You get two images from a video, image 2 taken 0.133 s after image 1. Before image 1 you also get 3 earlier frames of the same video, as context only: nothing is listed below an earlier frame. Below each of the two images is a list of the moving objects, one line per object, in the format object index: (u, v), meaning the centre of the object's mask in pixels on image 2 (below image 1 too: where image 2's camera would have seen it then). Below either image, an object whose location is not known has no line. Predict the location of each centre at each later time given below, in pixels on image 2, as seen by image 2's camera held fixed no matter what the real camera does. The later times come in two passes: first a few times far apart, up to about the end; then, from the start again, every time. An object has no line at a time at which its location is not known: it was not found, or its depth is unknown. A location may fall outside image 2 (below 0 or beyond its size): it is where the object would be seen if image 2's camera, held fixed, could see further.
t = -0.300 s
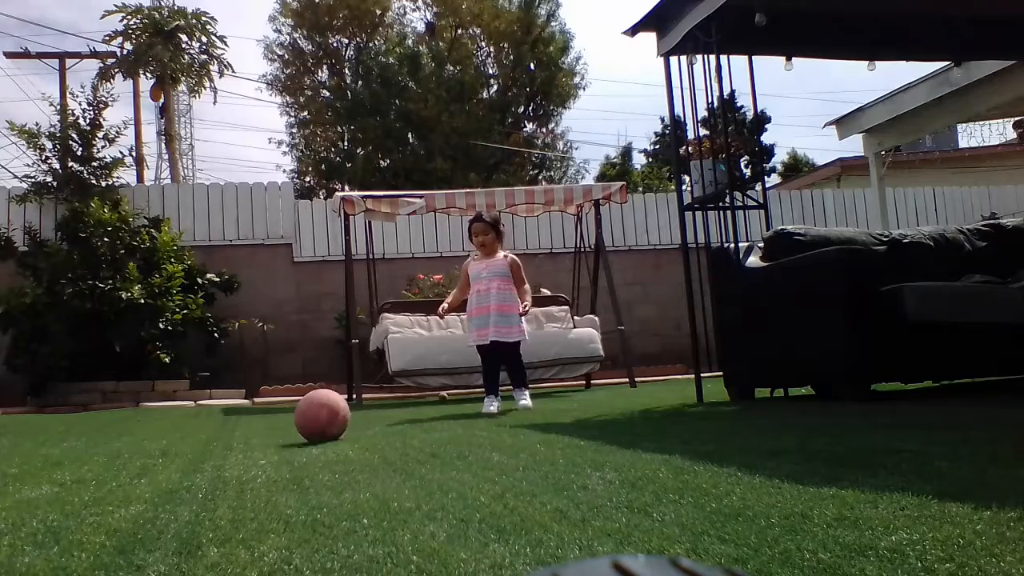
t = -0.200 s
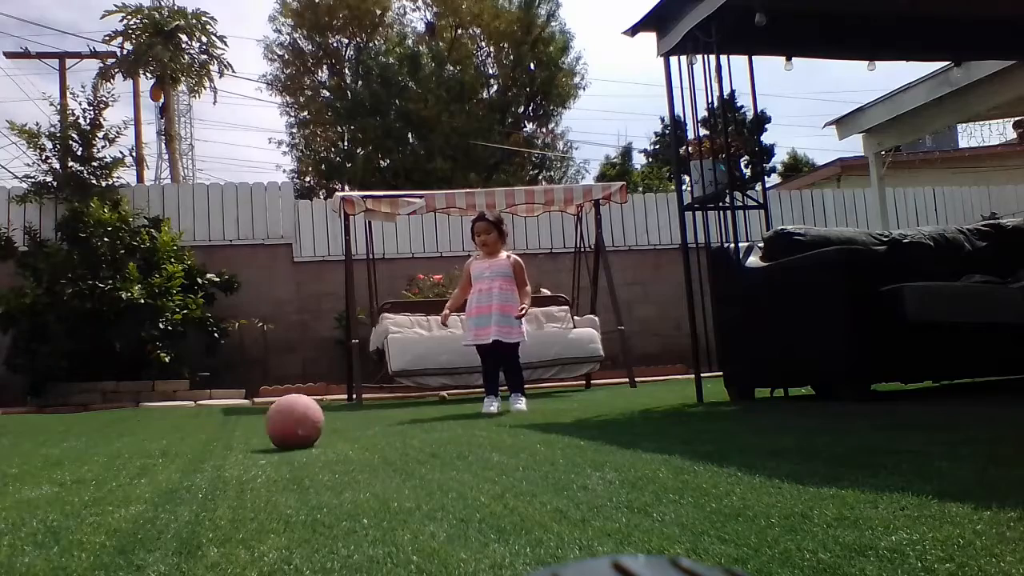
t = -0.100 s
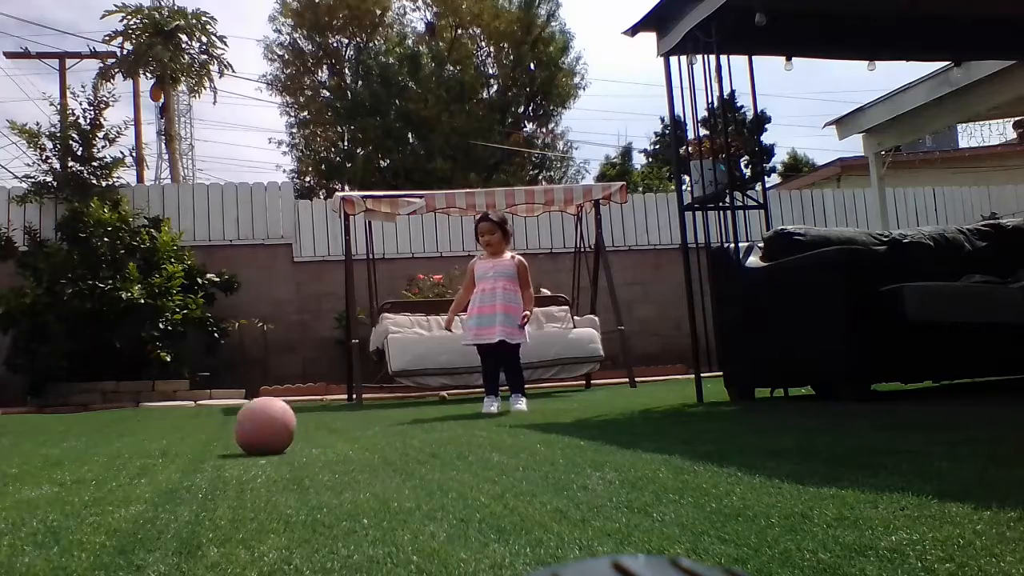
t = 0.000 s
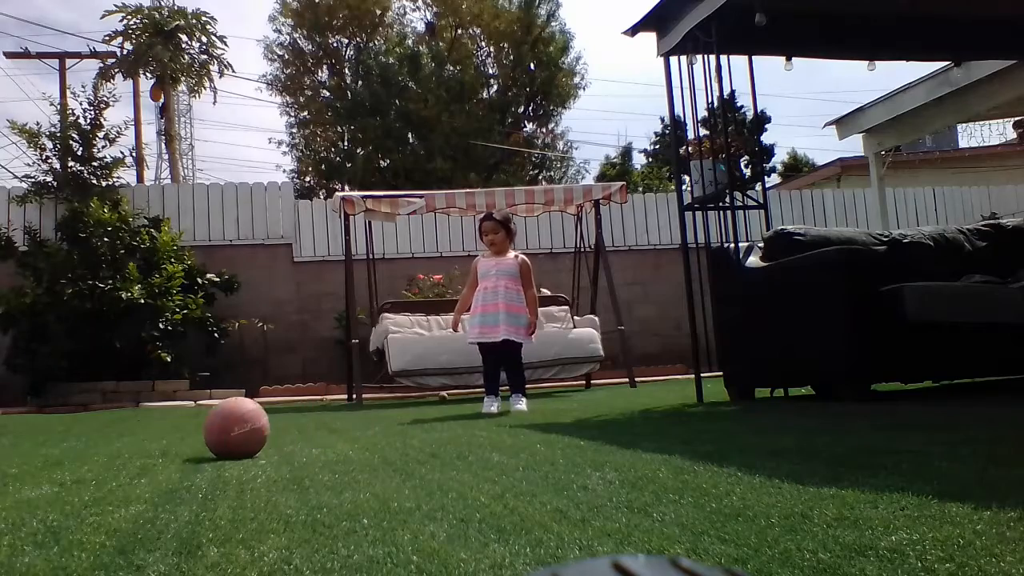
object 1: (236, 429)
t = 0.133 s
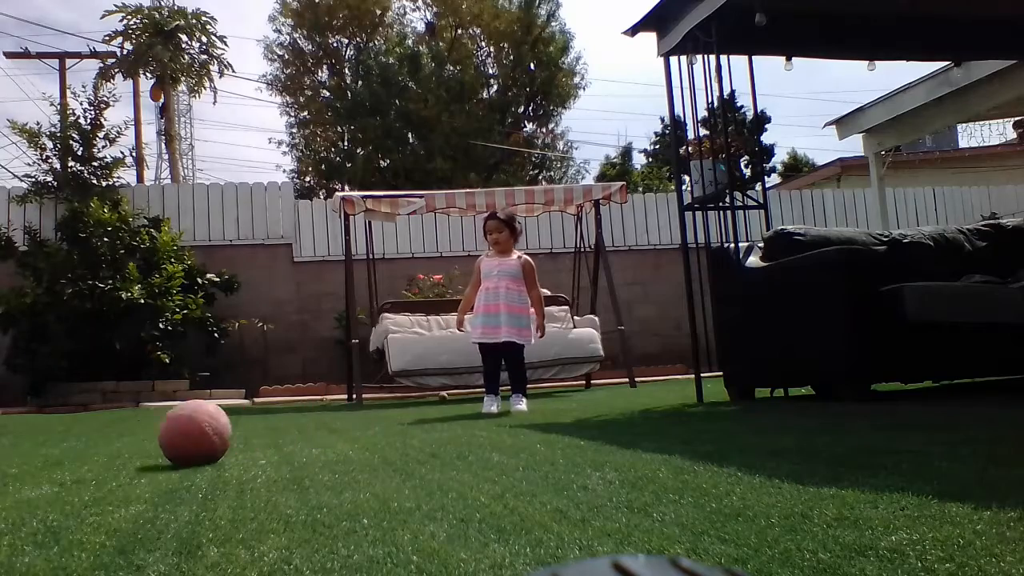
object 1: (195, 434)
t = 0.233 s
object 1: (163, 438)
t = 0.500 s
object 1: (76, 450)
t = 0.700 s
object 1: (25, 456)
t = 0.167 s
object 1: (184, 435)
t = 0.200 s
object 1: (173, 436)
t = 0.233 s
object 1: (163, 438)
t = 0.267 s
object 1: (151, 439)
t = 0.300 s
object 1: (140, 441)
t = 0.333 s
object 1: (130, 443)
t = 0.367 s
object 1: (119, 444)
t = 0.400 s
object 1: (109, 446)
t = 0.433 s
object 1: (98, 447)
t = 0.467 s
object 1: (87, 448)
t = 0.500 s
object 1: (76, 450)
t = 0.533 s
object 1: (65, 451)
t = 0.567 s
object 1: (53, 452)
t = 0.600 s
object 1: (43, 453)
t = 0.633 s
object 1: (36, 454)
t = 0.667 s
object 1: (30, 454)
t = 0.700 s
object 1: (25, 456)
